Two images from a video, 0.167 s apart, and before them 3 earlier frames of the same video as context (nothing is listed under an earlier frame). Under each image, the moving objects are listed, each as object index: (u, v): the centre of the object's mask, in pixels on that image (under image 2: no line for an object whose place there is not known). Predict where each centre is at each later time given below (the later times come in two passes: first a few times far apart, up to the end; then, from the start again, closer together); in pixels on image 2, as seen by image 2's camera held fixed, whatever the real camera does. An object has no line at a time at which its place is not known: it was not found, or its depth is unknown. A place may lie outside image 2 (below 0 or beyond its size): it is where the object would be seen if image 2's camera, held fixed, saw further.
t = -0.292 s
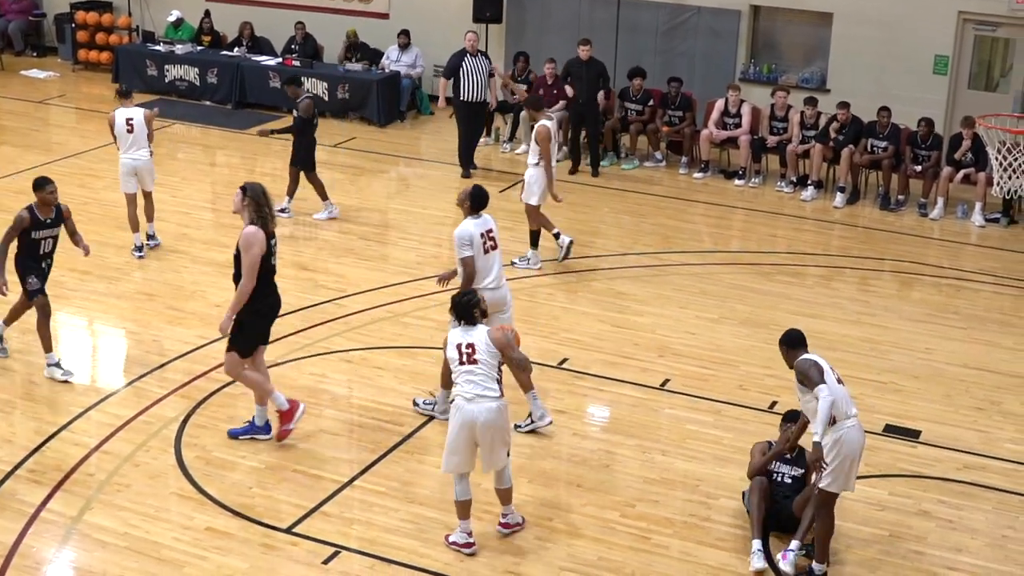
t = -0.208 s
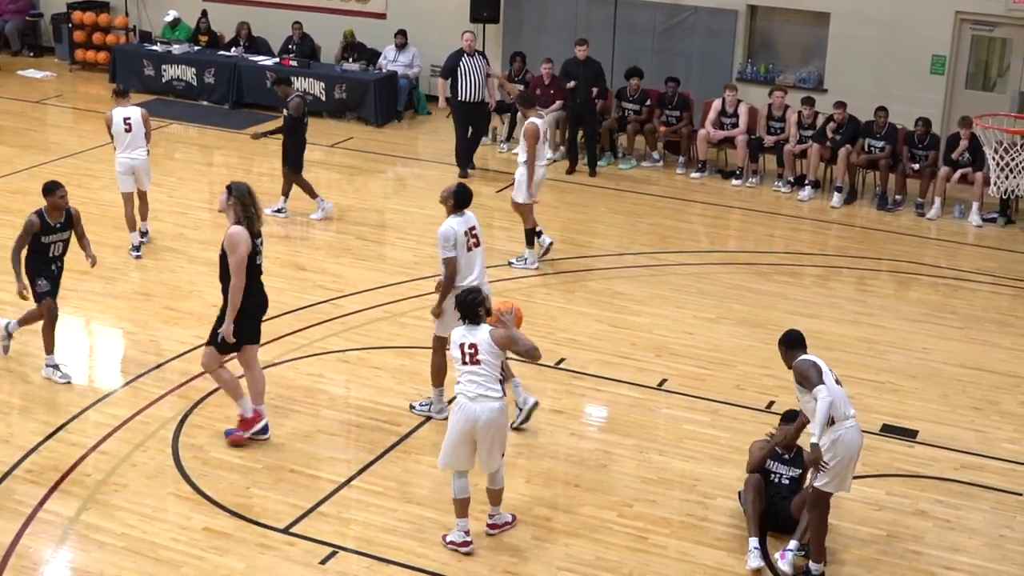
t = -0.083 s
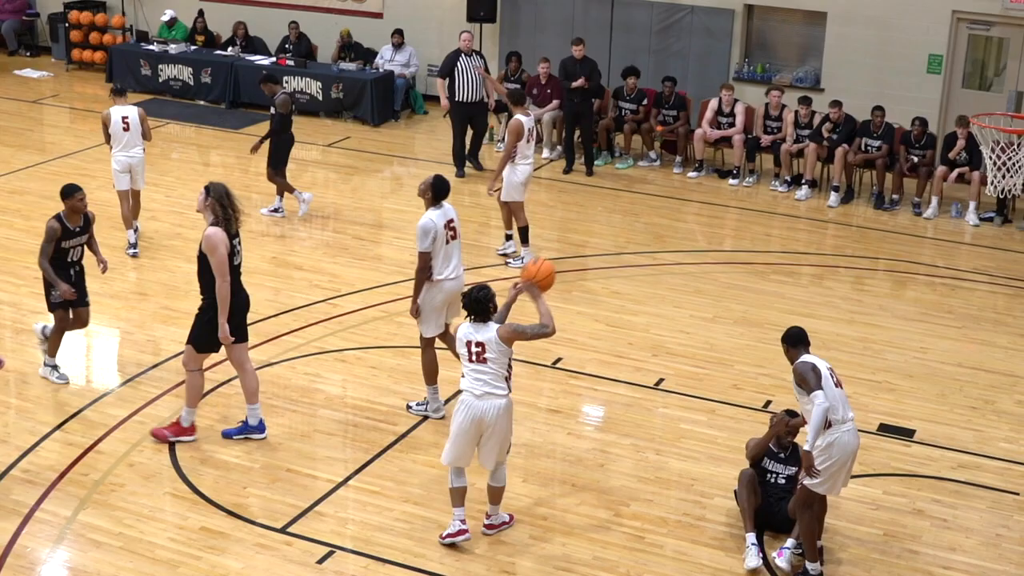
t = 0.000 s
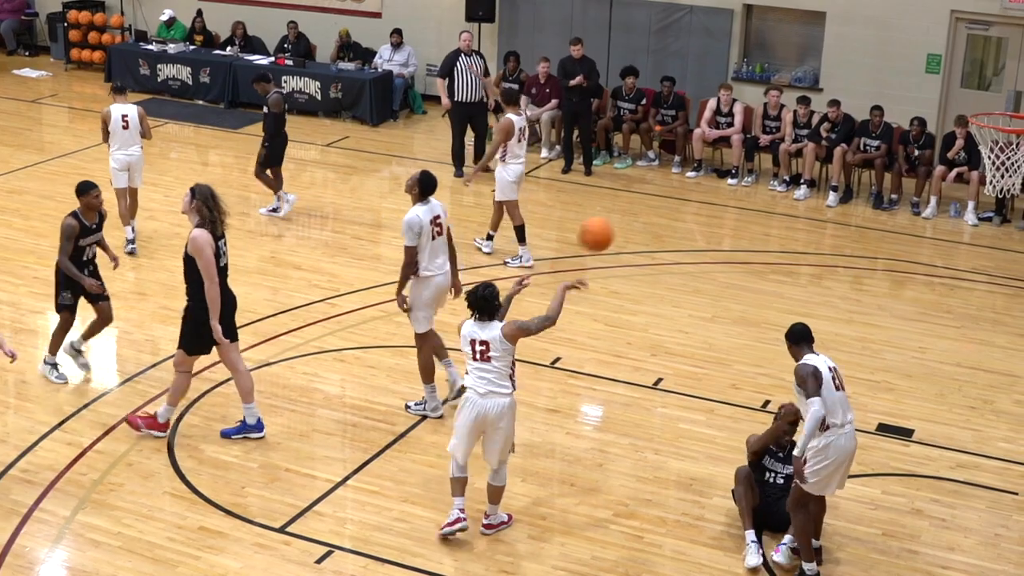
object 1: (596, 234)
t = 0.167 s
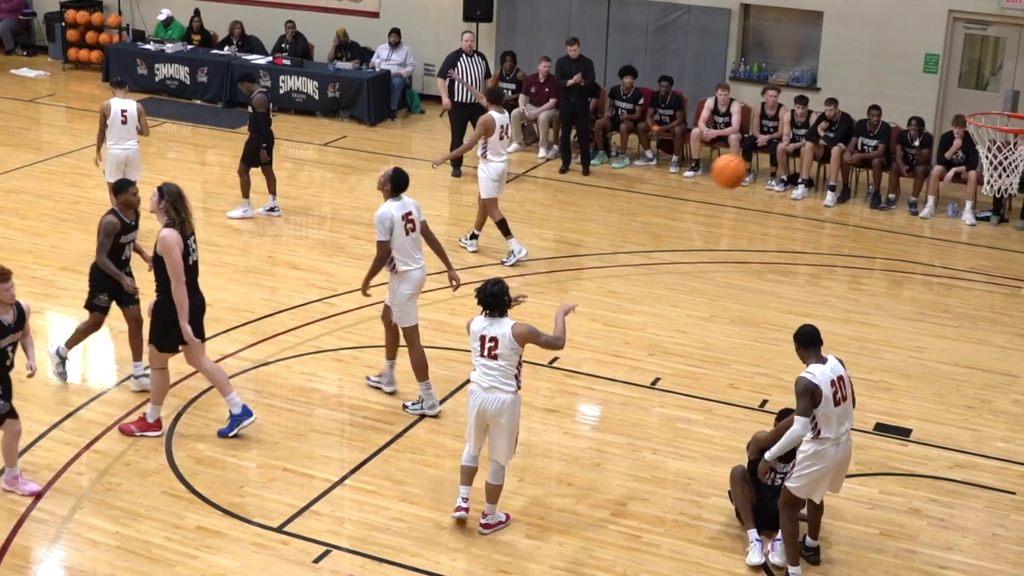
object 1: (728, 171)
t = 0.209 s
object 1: (763, 160)
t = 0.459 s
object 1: (941, 146)
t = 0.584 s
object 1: (1021, 165)
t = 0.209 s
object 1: (763, 160)
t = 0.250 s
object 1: (789, 154)
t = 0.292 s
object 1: (824, 148)
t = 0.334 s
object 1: (855, 144)
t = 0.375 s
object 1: (881, 143)
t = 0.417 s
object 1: (911, 143)
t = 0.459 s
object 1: (941, 146)
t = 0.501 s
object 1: (962, 151)
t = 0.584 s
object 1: (1021, 165)
